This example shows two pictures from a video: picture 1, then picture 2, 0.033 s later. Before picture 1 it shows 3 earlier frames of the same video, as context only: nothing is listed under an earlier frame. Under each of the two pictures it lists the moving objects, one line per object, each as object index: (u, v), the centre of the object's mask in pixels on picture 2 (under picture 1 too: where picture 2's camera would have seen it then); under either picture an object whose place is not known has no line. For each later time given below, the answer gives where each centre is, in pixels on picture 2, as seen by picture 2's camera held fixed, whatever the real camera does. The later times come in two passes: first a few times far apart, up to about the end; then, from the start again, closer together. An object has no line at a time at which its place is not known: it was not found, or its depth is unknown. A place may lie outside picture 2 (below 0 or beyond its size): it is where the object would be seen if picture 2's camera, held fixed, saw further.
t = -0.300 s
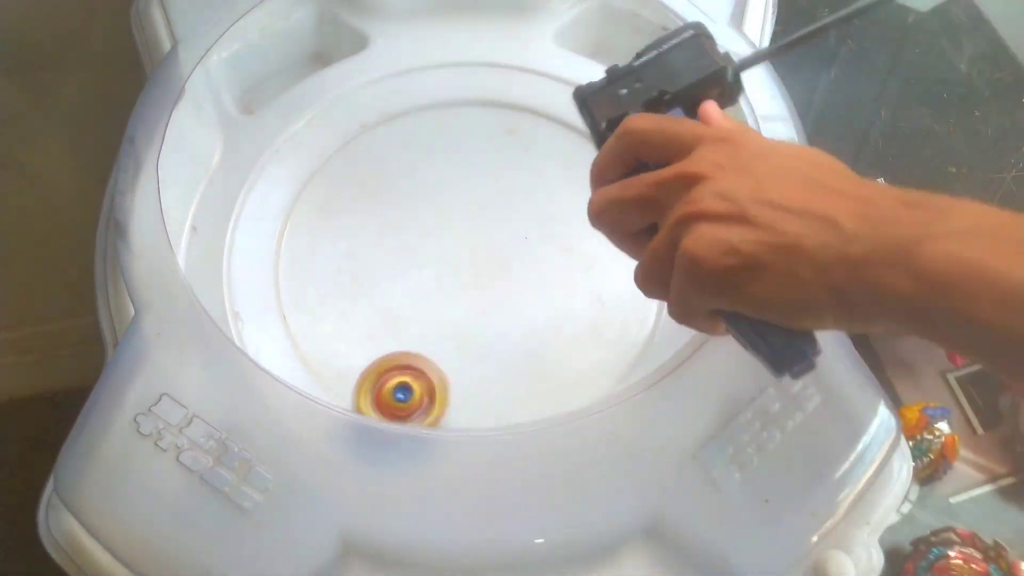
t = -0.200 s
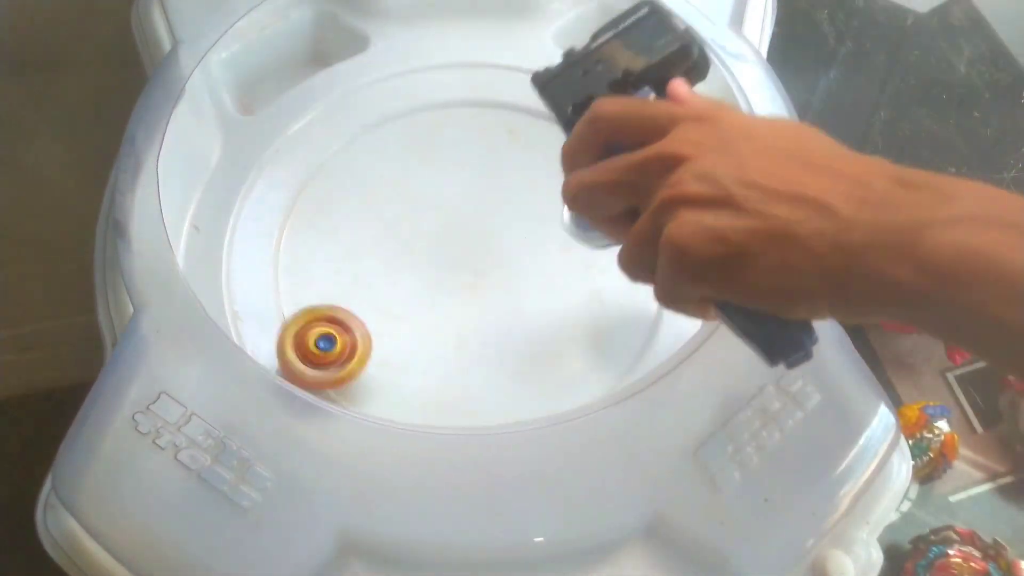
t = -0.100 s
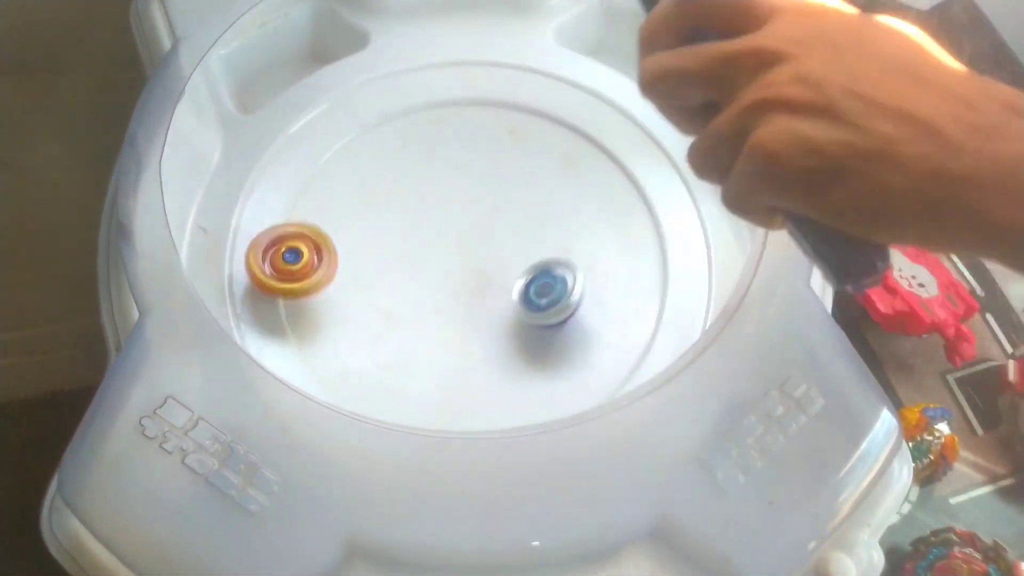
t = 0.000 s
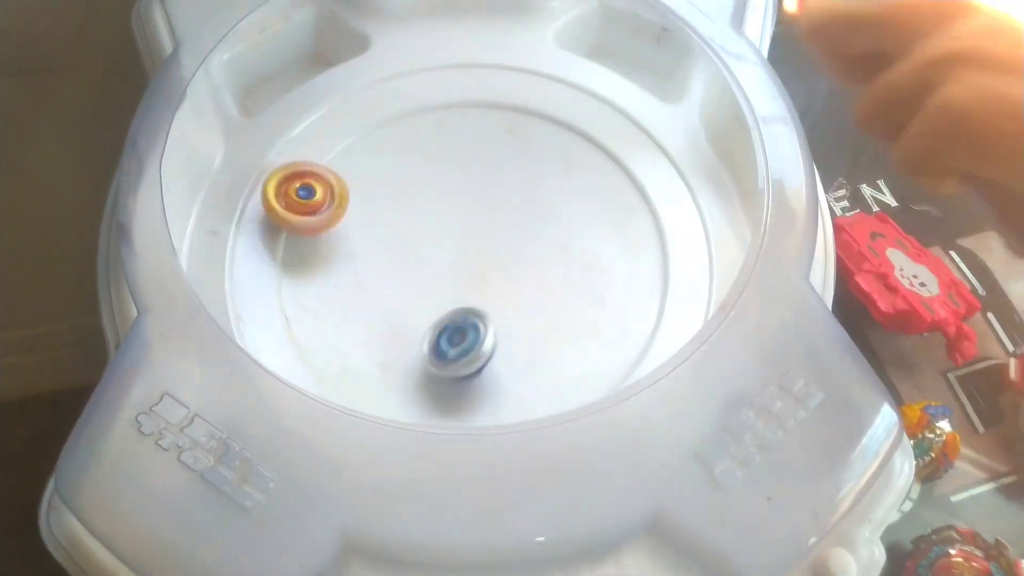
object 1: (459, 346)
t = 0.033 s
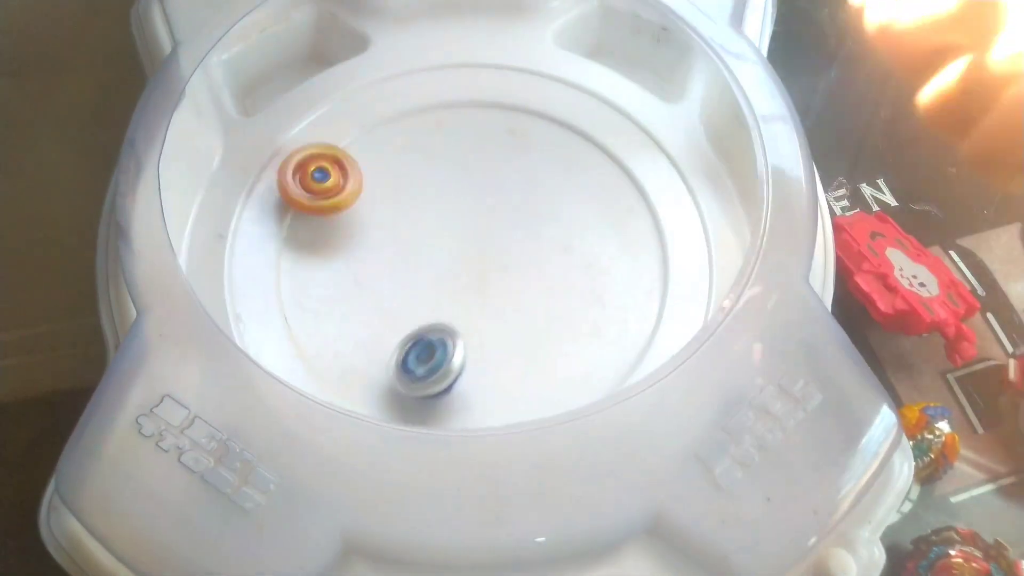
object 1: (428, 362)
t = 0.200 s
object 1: (345, 378)
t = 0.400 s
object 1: (409, 271)
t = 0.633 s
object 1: (453, 203)
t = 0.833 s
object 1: (372, 238)
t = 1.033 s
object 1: (260, 199)
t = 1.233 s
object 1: (263, 160)
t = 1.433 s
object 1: (262, 167)
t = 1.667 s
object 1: (252, 194)
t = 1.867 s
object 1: (260, 176)
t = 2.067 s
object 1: (291, 134)
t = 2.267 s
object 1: (333, 98)
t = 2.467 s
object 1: (373, 76)
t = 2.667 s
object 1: (410, 63)
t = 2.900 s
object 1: (453, 53)
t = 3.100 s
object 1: (486, 55)
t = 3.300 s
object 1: (514, 65)
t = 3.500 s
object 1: (541, 61)
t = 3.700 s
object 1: (532, 82)
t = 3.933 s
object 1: (484, 243)
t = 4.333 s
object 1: (521, 51)
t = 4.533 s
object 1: (420, 195)
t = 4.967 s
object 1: (686, 215)
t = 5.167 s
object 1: (592, 176)
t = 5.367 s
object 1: (395, 307)
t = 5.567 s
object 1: (473, 414)
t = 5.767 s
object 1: (610, 384)
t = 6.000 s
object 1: (553, 252)
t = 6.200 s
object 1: (310, 201)
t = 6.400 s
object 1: (288, 353)
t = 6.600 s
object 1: (474, 400)
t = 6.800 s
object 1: (541, 197)
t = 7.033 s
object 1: (328, 104)
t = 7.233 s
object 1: (230, 222)
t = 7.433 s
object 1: (439, 309)
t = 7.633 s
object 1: (616, 163)
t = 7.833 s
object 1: (501, 52)
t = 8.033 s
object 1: (395, 114)
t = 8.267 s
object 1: (567, 332)
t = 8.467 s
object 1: (652, 202)
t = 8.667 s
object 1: (514, 152)
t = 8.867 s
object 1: (401, 343)
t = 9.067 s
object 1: (564, 395)
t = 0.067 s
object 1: (398, 379)
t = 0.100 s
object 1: (372, 387)
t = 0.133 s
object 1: (358, 382)
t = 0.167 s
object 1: (349, 378)
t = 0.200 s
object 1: (345, 378)
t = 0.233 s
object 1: (347, 365)
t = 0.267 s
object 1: (357, 349)
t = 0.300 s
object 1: (369, 328)
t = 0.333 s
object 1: (382, 309)
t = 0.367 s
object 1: (396, 290)
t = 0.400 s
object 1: (409, 271)
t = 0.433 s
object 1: (421, 254)
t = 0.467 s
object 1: (431, 239)
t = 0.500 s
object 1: (440, 228)
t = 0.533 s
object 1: (447, 217)
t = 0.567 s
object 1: (452, 210)
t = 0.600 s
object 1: (454, 205)
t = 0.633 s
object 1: (453, 203)
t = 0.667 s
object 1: (448, 203)
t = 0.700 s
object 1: (441, 206)
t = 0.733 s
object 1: (429, 212)
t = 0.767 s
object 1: (413, 219)
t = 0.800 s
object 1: (394, 228)
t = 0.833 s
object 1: (372, 238)
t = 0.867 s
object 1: (348, 250)
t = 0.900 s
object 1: (323, 262)
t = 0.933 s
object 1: (283, 245)
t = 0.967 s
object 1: (268, 223)
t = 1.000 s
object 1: (263, 205)
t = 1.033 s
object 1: (260, 199)
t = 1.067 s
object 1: (259, 189)
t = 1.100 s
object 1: (259, 180)
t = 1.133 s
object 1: (260, 171)
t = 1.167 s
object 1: (261, 168)
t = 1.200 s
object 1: (263, 161)
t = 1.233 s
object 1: (263, 160)
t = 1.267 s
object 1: (265, 160)
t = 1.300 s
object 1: (264, 158)
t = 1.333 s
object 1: (265, 160)
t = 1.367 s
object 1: (266, 162)
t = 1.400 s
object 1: (264, 165)
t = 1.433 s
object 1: (262, 167)
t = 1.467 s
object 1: (255, 173)
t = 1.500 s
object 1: (256, 180)
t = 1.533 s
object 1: (257, 186)
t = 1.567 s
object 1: (257, 190)
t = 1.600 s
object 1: (256, 193)
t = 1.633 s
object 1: (255, 195)
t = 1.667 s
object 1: (252, 194)
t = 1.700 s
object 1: (253, 195)
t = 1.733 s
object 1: (255, 195)
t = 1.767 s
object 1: (258, 194)
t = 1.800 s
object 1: (260, 191)
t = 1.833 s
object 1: (260, 185)
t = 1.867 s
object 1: (260, 176)
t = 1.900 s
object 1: (264, 169)
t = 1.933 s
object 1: (269, 163)
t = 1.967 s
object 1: (272, 156)
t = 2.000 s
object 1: (276, 147)
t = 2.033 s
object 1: (282, 141)
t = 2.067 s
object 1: (291, 134)
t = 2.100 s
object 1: (297, 127)
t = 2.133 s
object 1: (303, 118)
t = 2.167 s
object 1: (308, 110)
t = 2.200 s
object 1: (317, 108)
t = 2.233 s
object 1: (325, 104)
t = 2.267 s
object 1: (333, 98)
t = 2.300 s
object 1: (340, 93)
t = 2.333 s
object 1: (347, 86)
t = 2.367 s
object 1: (353, 80)
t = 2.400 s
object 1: (359, 77)
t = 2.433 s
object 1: (366, 77)
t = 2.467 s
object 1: (373, 76)
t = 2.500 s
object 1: (379, 75)
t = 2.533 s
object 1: (386, 72)
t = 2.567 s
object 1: (392, 70)
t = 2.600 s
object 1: (398, 65)
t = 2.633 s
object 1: (404, 60)
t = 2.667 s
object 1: (410, 63)
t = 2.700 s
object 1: (415, 64)
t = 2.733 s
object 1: (421, 65)
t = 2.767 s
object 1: (428, 64)
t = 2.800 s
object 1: (434, 64)
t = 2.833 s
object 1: (440, 61)
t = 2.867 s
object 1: (446, 58)
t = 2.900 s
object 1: (453, 53)
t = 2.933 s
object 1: (458, 53)
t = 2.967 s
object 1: (463, 55)
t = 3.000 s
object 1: (468, 56)
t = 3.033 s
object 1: (474, 57)
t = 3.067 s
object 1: (480, 56)
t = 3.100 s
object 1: (486, 55)
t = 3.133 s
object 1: (492, 54)
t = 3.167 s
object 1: (497, 53)
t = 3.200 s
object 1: (500, 57)
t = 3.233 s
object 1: (504, 61)
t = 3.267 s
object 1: (508, 63)
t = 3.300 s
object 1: (514, 65)
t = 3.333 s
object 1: (518, 66)
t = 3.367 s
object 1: (525, 66)
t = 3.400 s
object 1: (530, 65)
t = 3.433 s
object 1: (536, 63)
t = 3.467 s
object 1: (541, 61)
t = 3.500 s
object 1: (541, 61)
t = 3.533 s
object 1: (539, 64)
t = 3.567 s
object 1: (538, 66)
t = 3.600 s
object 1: (536, 68)
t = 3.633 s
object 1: (535, 70)
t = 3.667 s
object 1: (533, 74)
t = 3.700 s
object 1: (532, 82)
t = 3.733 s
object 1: (529, 92)
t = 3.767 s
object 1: (523, 109)
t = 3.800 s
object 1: (509, 127)
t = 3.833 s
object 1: (495, 150)
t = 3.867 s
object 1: (486, 179)
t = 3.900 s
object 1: (481, 210)
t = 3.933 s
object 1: (484, 243)
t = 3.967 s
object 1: (495, 271)
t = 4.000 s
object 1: (531, 231)
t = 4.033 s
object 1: (567, 191)
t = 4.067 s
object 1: (597, 147)
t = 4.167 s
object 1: (579, 80)
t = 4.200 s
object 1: (566, 79)
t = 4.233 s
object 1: (558, 71)
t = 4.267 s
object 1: (551, 60)
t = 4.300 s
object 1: (538, 54)
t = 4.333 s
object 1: (521, 51)
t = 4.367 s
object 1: (499, 53)
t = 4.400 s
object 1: (477, 65)
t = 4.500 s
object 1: (428, 150)
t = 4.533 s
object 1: (420, 195)
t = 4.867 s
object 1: (691, 300)
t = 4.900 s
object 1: (693, 265)
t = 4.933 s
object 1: (690, 239)
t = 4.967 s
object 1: (686, 215)
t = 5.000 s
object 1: (680, 195)
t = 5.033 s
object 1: (673, 180)
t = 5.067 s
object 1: (662, 173)
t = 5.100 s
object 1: (645, 170)
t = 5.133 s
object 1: (623, 173)
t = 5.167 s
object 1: (592, 176)
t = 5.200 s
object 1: (555, 184)
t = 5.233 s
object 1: (516, 198)
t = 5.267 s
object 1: (480, 218)
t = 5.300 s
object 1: (446, 244)
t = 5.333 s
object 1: (418, 274)
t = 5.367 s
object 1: (395, 307)
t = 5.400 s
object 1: (378, 343)
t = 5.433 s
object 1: (372, 378)
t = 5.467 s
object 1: (387, 395)
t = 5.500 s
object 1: (415, 400)
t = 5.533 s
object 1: (446, 408)
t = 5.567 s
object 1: (473, 414)
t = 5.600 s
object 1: (498, 419)
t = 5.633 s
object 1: (523, 418)
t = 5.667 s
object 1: (550, 409)
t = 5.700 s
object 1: (573, 402)
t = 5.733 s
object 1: (594, 391)
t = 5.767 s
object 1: (610, 384)
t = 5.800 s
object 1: (623, 374)
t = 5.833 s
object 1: (633, 361)
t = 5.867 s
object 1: (633, 348)
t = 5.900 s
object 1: (623, 330)
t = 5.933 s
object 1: (608, 306)
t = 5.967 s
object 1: (584, 277)
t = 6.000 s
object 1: (553, 252)
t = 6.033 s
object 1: (517, 229)
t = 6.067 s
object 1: (479, 213)
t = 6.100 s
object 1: (438, 202)
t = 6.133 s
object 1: (394, 196)
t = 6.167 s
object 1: (350, 196)
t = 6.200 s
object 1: (310, 201)
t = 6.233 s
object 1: (278, 215)
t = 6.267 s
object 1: (276, 236)
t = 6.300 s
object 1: (279, 271)
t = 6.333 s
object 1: (279, 301)
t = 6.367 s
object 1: (283, 332)
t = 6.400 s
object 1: (288, 353)
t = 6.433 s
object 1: (302, 369)
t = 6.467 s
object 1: (330, 387)
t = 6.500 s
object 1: (363, 401)
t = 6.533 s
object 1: (401, 408)
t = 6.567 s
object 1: (437, 407)
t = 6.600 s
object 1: (474, 400)
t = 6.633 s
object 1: (507, 382)
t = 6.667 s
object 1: (532, 352)
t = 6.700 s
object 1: (549, 314)
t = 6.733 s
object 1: (554, 275)
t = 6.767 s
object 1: (551, 235)
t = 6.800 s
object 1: (541, 197)
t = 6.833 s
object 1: (522, 160)
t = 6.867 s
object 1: (497, 127)
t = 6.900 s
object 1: (465, 98)
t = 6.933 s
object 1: (429, 82)
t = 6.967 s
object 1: (394, 87)
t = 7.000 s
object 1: (361, 102)
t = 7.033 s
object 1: (328, 104)
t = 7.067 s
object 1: (297, 114)
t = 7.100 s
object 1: (273, 136)
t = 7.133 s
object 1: (252, 162)
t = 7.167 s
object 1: (235, 184)
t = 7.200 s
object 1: (227, 203)
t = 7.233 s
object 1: (230, 222)
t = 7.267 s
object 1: (243, 243)
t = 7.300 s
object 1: (265, 259)
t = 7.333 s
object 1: (296, 277)
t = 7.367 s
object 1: (337, 295)
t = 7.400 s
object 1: (389, 308)
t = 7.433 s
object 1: (439, 309)
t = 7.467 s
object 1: (485, 302)
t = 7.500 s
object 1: (526, 285)
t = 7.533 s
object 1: (561, 262)
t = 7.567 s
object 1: (587, 232)
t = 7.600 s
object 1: (607, 198)
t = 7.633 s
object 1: (616, 163)
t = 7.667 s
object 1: (609, 132)
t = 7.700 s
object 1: (585, 109)
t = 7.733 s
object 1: (559, 97)
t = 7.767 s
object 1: (538, 79)
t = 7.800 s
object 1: (520, 64)
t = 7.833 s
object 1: (501, 52)
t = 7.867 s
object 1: (473, 52)
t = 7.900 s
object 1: (448, 57)
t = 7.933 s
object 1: (428, 64)
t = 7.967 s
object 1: (414, 73)
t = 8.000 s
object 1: (404, 89)
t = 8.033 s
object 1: (395, 114)
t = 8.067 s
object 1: (386, 147)
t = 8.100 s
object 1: (387, 185)
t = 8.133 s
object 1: (419, 258)
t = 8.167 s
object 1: (447, 289)
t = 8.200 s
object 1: (483, 312)
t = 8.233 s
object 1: (524, 327)
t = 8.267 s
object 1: (567, 332)
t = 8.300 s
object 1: (612, 327)
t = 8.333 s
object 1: (651, 313)
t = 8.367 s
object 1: (657, 283)
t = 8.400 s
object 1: (659, 259)
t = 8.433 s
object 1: (656, 230)
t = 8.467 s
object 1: (652, 202)
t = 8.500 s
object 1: (643, 175)
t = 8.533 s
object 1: (630, 155)
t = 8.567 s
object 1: (608, 143)
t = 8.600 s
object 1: (582, 138)
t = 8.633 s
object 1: (549, 141)
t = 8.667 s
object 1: (514, 152)
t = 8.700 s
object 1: (481, 171)
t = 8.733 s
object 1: (450, 196)
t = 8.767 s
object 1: (426, 227)
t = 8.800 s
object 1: (407, 262)
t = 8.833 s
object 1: (399, 301)
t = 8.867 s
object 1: (401, 343)
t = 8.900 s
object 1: (415, 383)
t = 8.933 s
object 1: (439, 405)
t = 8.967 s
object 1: (474, 405)
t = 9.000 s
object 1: (505, 405)
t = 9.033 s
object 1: (541, 399)
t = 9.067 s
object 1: (564, 395)
